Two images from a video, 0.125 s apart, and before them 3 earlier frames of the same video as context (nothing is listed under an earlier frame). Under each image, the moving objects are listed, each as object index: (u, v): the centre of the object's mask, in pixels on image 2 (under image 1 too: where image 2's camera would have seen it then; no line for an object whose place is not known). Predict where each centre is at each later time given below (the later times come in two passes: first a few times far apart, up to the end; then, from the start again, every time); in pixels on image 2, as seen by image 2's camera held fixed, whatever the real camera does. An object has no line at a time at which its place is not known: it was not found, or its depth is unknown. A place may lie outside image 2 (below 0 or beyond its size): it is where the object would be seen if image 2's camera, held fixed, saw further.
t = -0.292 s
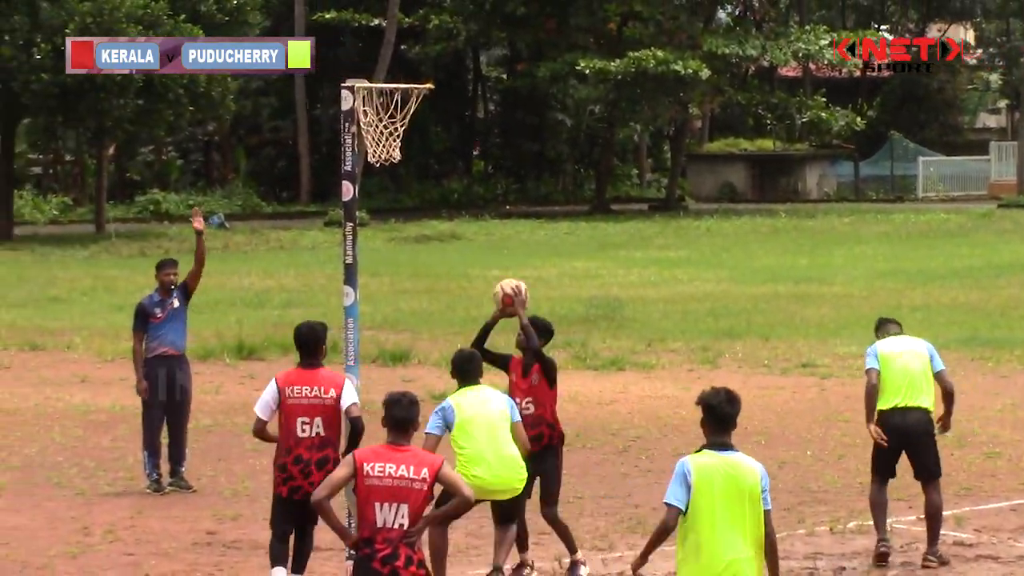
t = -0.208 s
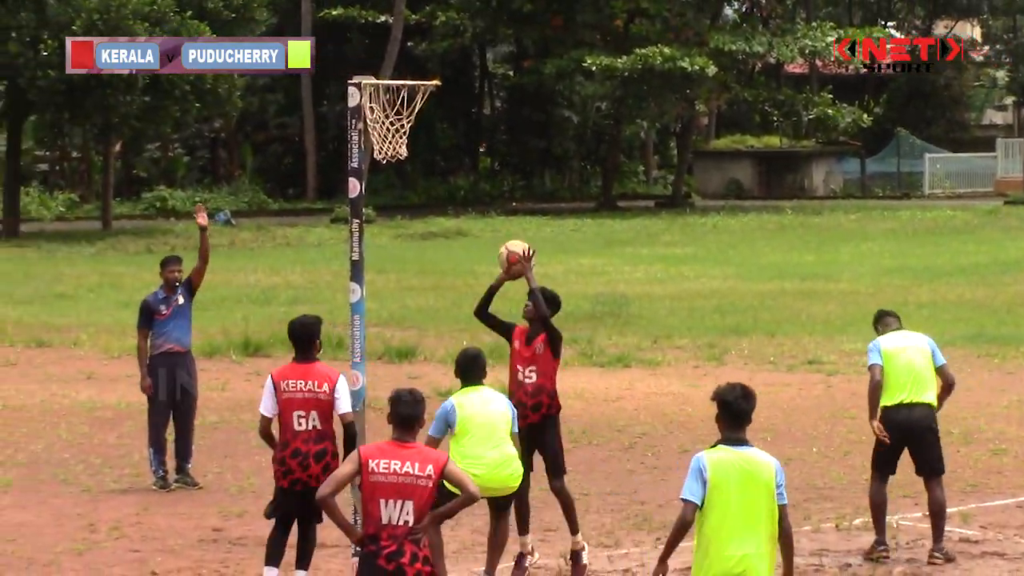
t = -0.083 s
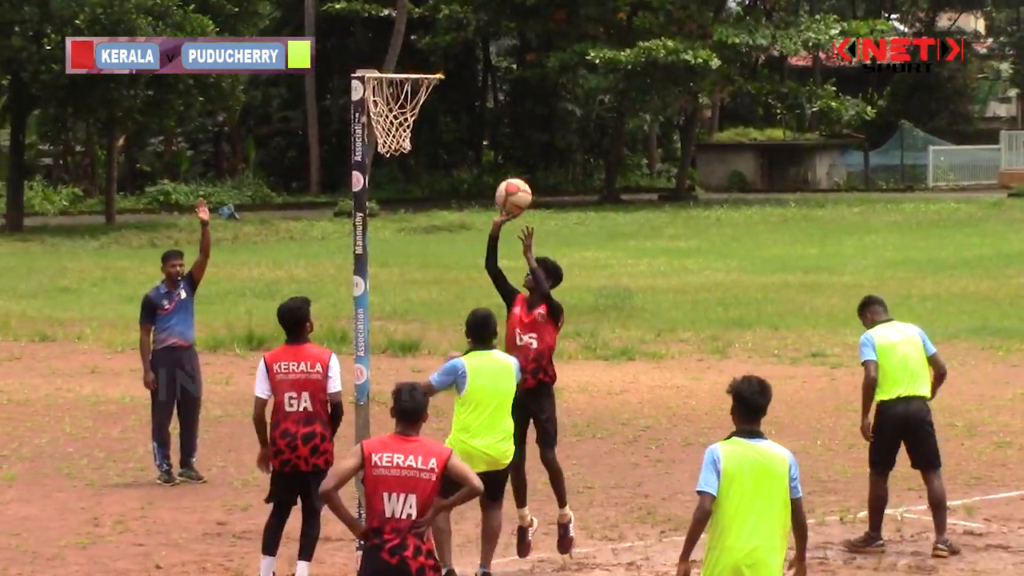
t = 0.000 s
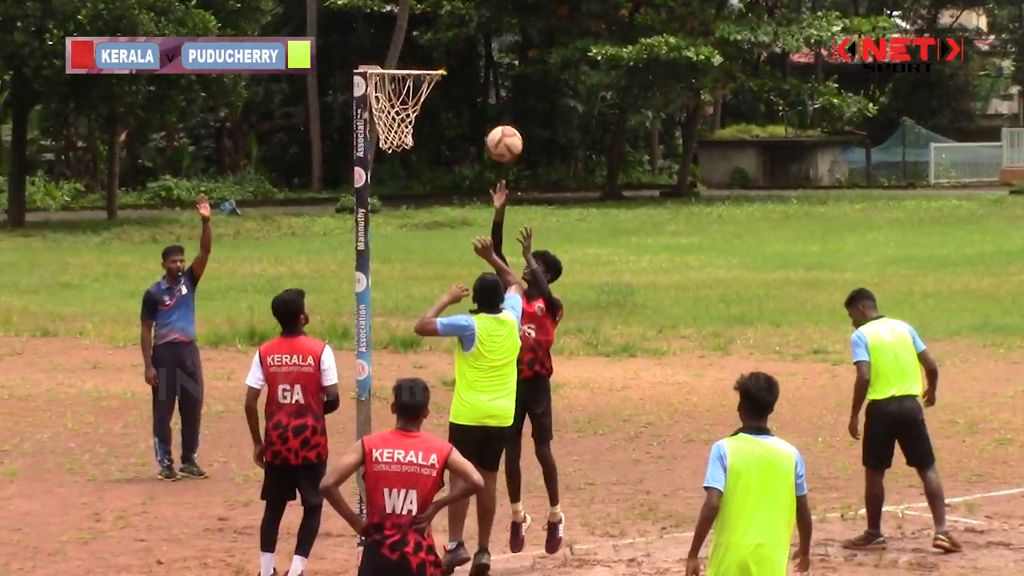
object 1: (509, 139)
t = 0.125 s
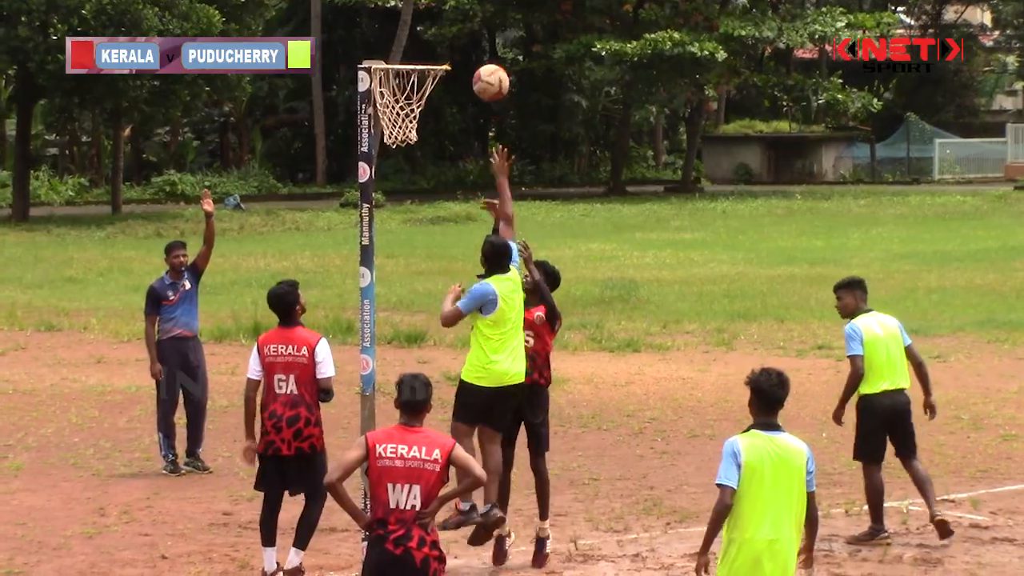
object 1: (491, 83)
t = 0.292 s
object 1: (463, 41)
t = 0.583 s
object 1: (423, 50)
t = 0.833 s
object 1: (397, 98)
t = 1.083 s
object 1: (393, 158)
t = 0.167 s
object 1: (485, 69)
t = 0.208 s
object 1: (476, 54)
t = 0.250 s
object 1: (470, 46)
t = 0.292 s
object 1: (463, 41)
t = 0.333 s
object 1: (457, 39)
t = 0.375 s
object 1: (451, 39)
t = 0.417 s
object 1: (445, 42)
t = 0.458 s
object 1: (439, 47)
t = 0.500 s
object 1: (434, 49)
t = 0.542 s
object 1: (428, 48)
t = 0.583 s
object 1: (423, 50)
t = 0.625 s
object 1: (418, 54)
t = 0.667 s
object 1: (413, 65)
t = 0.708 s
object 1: (405, 83)
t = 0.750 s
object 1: (401, 91)
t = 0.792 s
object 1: (398, 96)
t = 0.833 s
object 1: (397, 98)
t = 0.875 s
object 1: (397, 104)
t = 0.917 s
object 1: (393, 117)
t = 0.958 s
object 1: (394, 124)
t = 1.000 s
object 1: (393, 133)
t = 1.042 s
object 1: (393, 145)
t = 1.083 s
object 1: (393, 158)
